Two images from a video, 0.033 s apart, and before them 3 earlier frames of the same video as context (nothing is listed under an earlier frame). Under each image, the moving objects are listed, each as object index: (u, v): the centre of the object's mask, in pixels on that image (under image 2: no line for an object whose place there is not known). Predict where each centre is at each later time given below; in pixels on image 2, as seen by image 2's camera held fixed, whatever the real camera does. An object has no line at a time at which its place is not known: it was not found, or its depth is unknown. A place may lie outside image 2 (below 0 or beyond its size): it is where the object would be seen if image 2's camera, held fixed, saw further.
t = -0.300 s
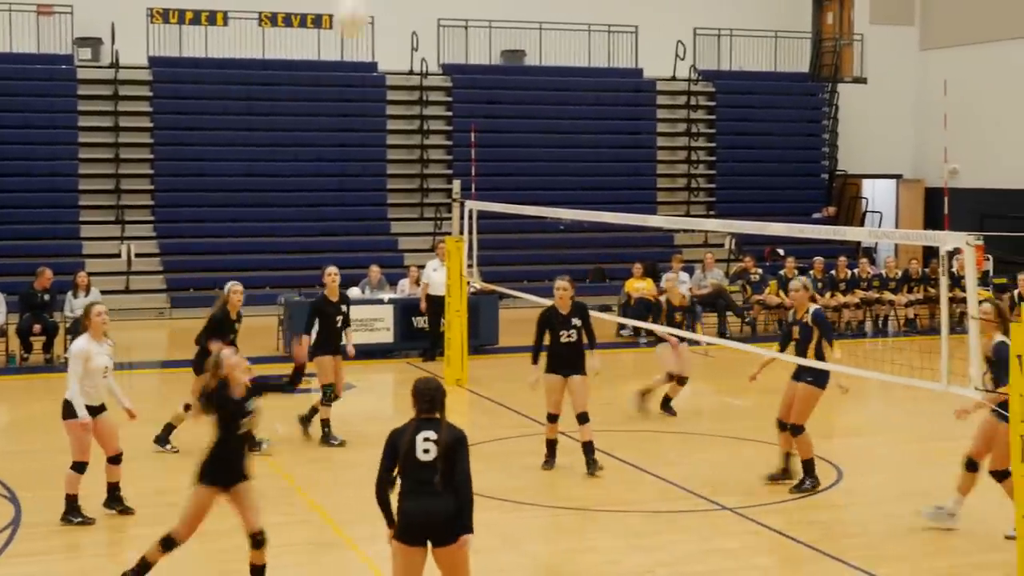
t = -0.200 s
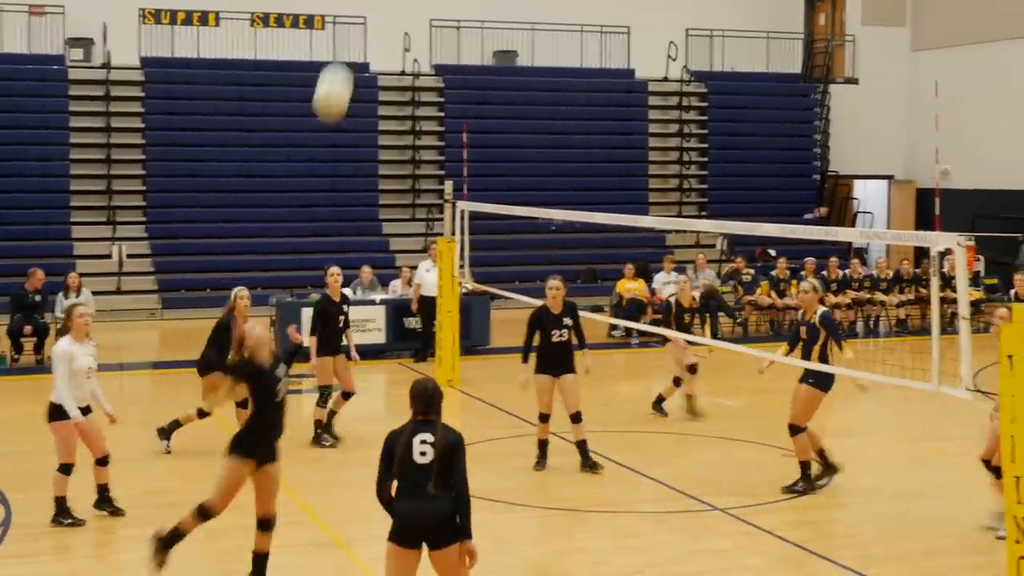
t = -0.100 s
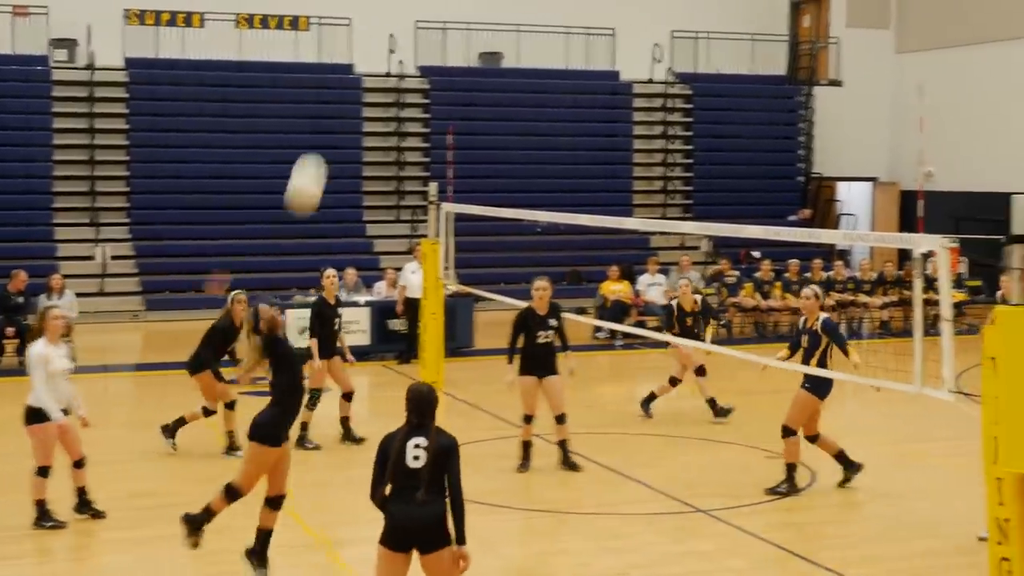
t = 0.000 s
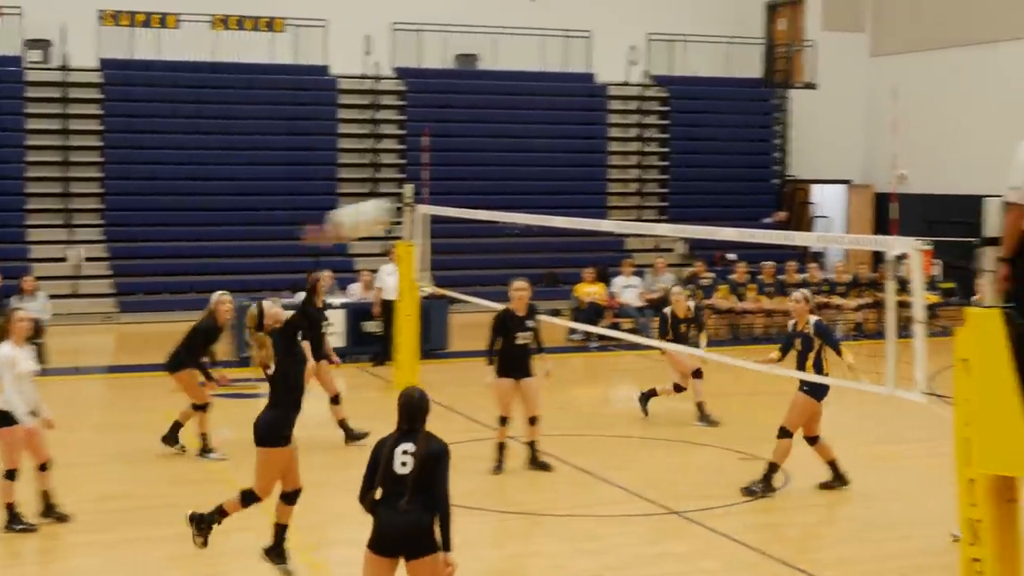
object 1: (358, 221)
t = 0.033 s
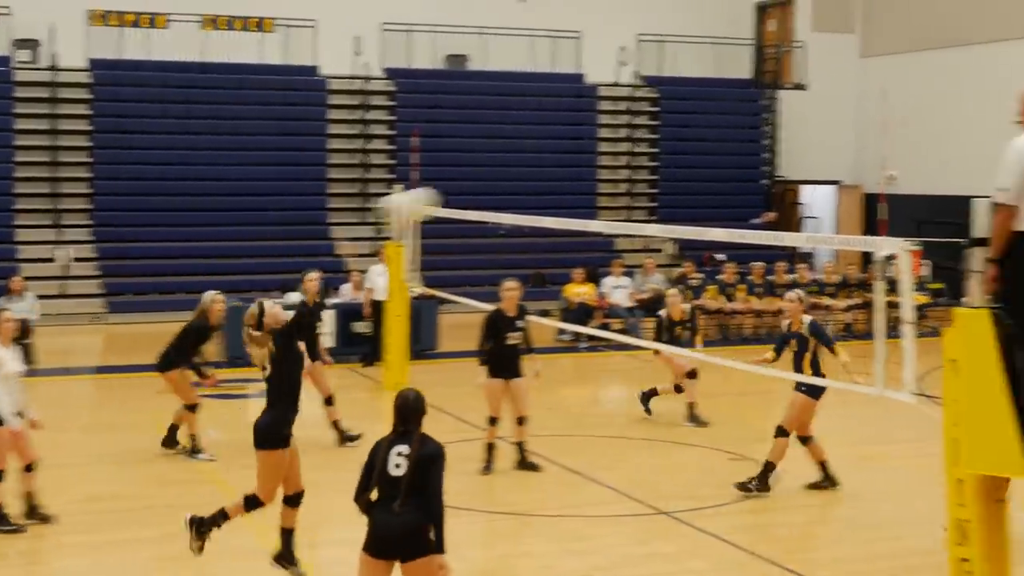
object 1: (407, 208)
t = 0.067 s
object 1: (464, 195)
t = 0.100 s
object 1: (513, 189)
